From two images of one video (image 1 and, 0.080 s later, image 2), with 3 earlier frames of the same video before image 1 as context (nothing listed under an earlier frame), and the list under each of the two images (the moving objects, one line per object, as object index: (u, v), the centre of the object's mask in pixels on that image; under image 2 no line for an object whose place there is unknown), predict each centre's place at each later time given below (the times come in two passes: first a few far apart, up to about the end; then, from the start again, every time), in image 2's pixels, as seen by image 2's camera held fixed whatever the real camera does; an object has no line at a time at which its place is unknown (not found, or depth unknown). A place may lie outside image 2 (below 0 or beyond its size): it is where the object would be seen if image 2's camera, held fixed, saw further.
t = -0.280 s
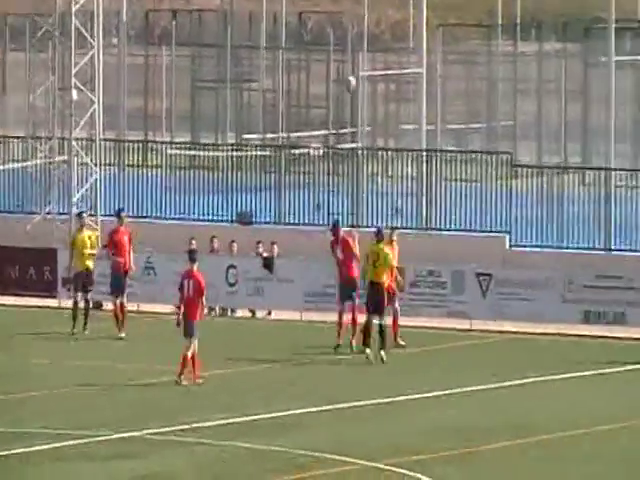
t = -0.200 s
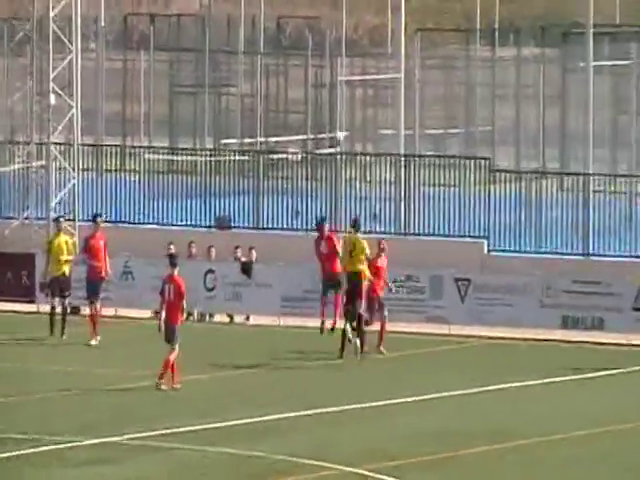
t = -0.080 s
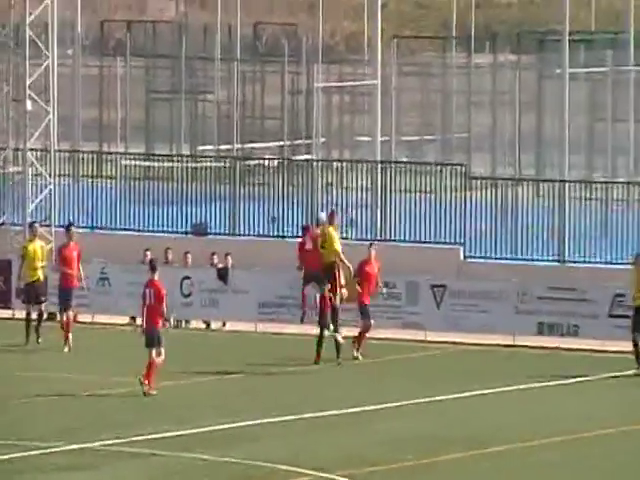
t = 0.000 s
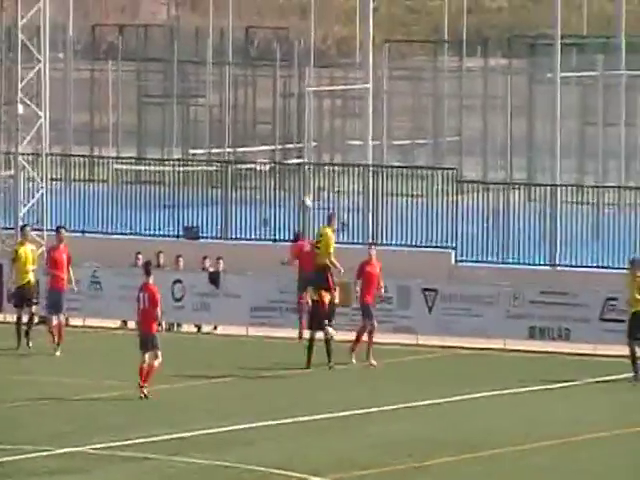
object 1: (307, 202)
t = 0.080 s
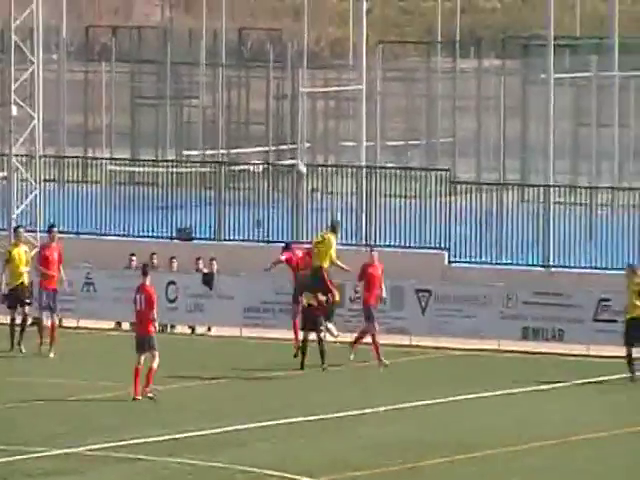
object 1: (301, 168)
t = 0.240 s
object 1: (304, 121)
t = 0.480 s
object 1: (307, 78)
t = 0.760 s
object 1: (309, 81)
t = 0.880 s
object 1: (311, 103)
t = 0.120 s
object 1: (303, 155)
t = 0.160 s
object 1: (304, 143)
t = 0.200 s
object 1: (303, 131)
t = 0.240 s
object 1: (304, 121)
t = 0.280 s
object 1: (304, 110)
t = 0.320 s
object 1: (305, 102)
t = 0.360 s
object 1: (305, 94)
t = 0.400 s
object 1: (307, 85)
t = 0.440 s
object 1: (307, 83)
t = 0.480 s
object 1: (307, 78)
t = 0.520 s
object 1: (308, 76)
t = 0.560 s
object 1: (308, 74)
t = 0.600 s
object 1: (308, 73)
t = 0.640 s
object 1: (308, 74)
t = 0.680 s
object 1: (309, 75)
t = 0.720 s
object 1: (309, 78)
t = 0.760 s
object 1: (309, 81)
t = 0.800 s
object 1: (310, 86)
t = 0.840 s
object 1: (311, 95)
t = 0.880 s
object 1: (311, 103)
